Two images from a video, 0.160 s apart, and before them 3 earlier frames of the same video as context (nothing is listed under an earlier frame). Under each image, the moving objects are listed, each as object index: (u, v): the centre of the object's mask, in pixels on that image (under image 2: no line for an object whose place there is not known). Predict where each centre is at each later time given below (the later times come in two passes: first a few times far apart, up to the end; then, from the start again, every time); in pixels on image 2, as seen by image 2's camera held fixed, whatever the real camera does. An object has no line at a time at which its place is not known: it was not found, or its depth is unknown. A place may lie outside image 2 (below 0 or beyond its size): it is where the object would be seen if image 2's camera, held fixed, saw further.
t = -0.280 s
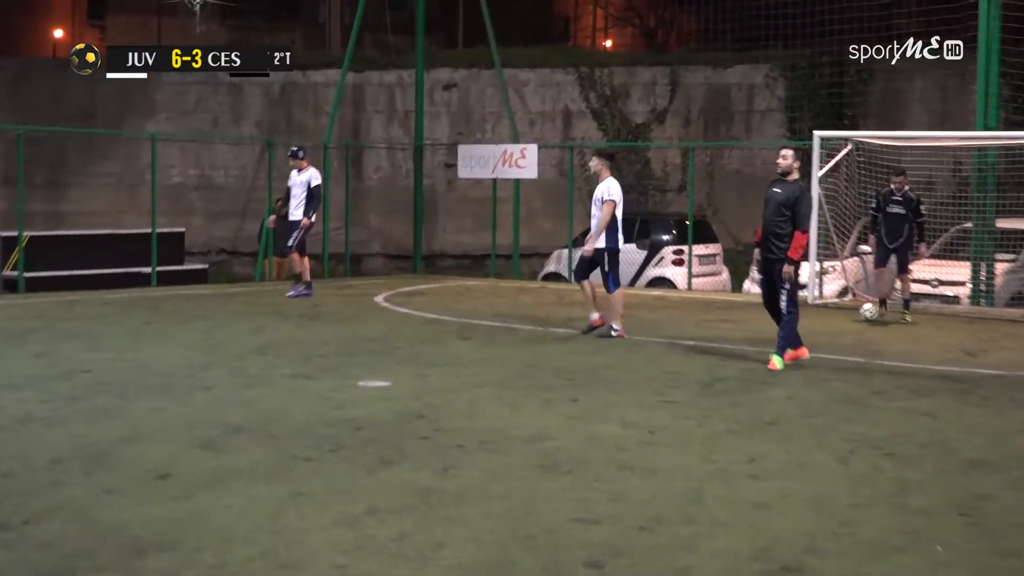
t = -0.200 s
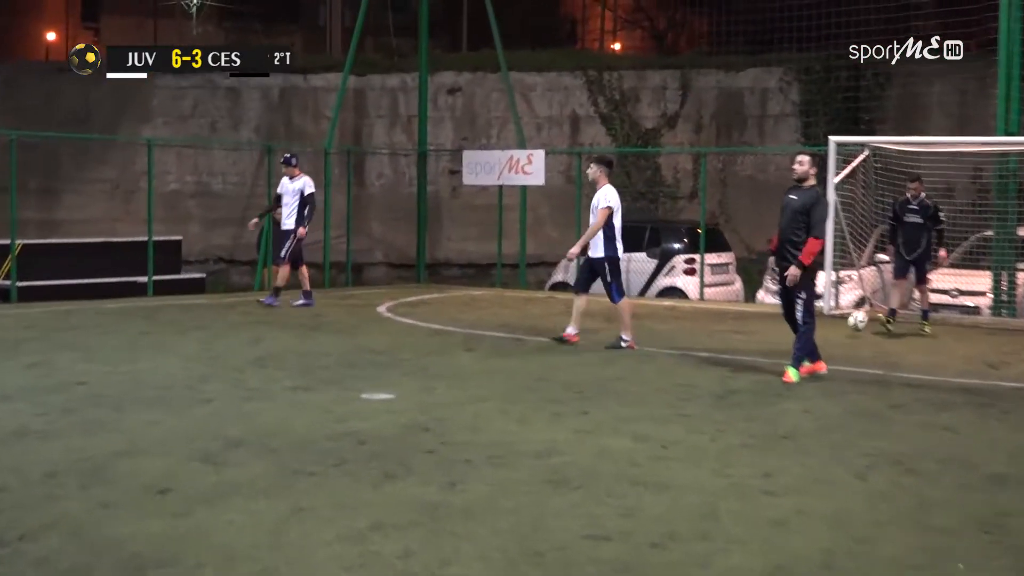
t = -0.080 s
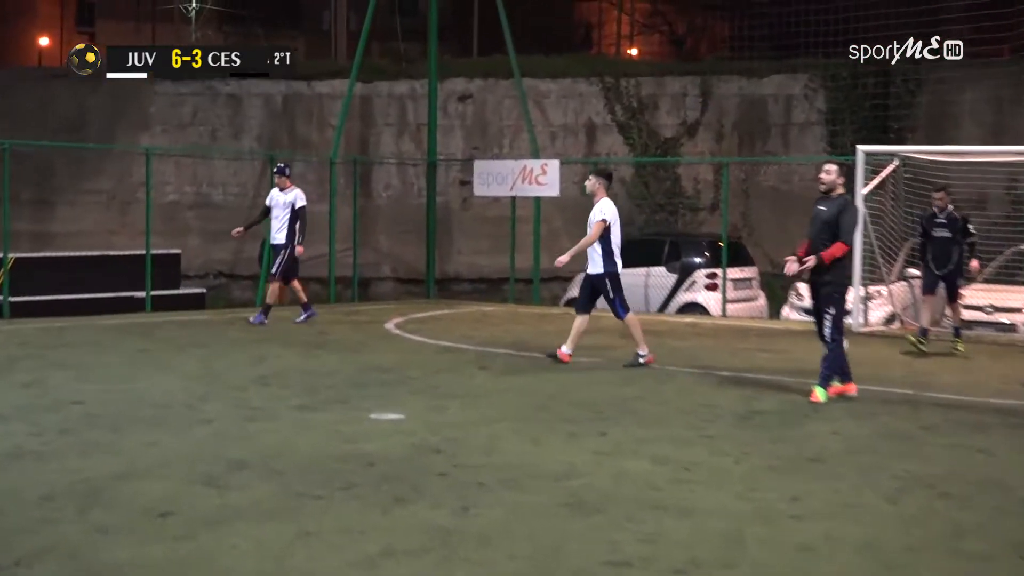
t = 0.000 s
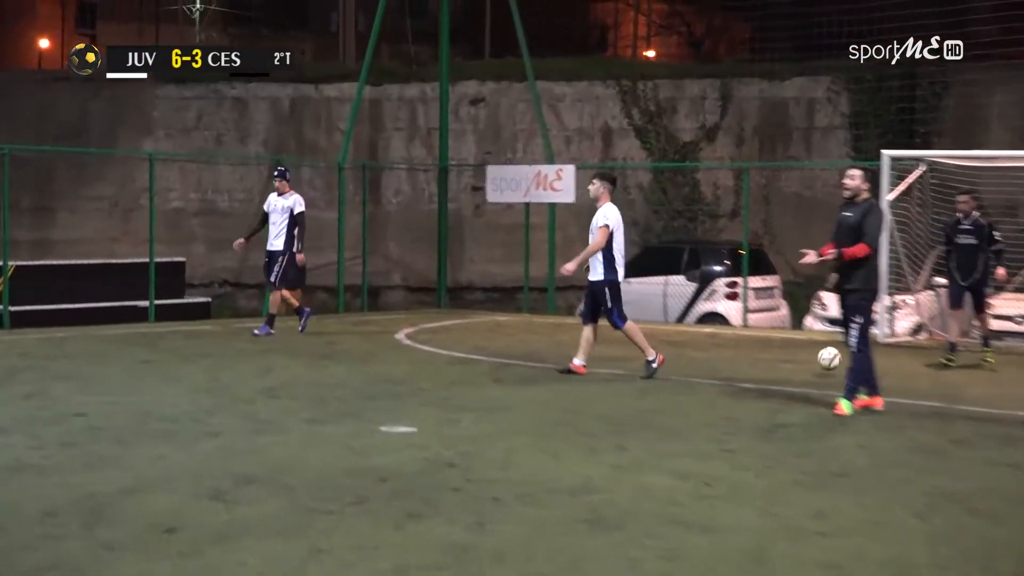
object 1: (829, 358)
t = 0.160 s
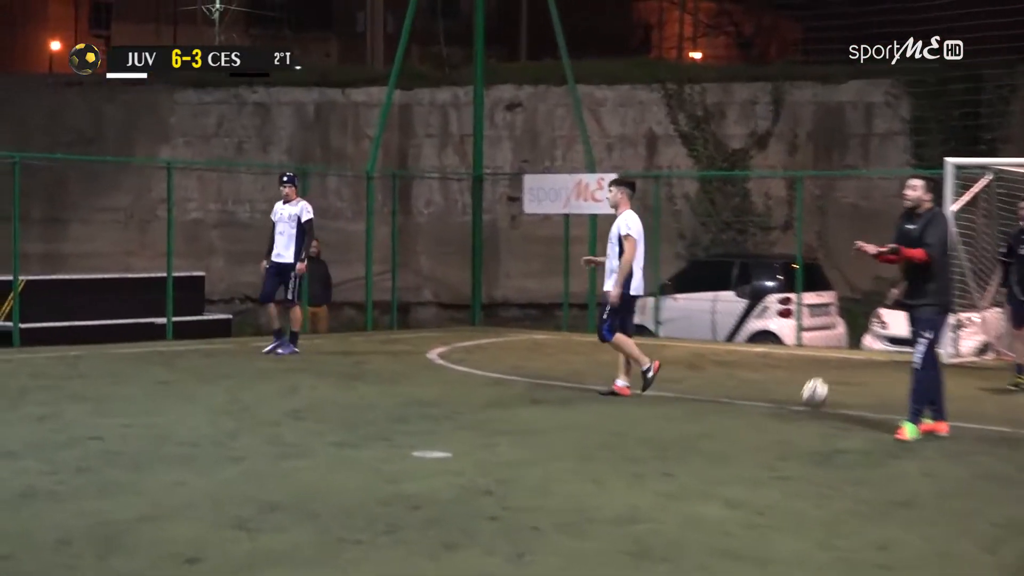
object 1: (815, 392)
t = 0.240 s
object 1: (781, 395)
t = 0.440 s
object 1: (699, 408)
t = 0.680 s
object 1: (610, 420)
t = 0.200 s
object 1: (796, 397)
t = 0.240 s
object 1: (781, 395)
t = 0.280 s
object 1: (765, 395)
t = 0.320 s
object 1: (748, 397)
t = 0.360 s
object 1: (731, 402)
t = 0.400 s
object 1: (714, 408)
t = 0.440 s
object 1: (699, 408)
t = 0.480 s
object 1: (685, 410)
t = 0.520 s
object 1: (670, 414)
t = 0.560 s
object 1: (655, 416)
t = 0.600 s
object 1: (640, 418)
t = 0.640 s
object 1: (625, 420)
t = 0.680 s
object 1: (610, 420)
